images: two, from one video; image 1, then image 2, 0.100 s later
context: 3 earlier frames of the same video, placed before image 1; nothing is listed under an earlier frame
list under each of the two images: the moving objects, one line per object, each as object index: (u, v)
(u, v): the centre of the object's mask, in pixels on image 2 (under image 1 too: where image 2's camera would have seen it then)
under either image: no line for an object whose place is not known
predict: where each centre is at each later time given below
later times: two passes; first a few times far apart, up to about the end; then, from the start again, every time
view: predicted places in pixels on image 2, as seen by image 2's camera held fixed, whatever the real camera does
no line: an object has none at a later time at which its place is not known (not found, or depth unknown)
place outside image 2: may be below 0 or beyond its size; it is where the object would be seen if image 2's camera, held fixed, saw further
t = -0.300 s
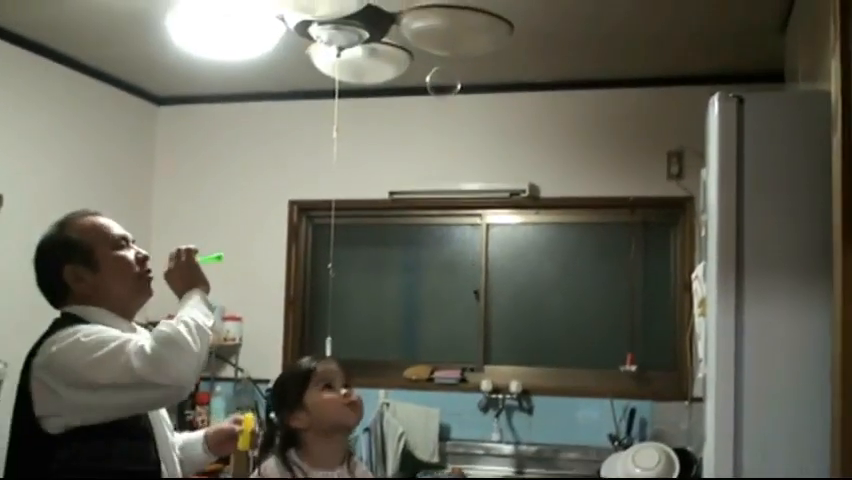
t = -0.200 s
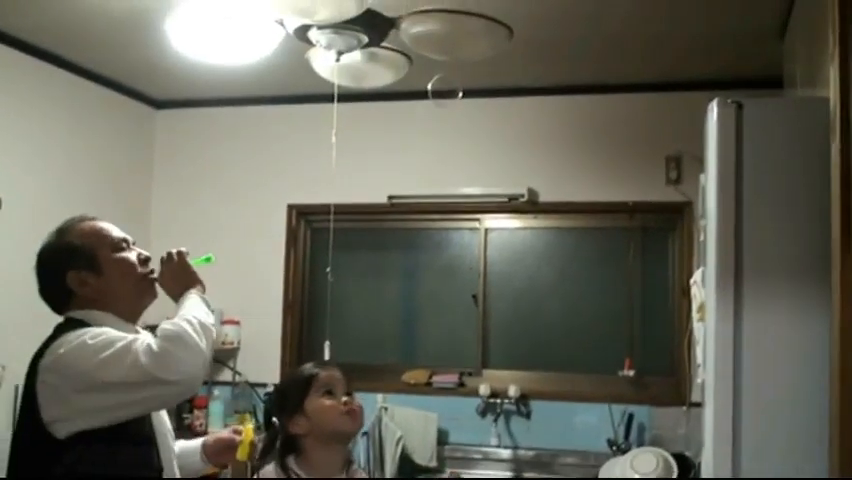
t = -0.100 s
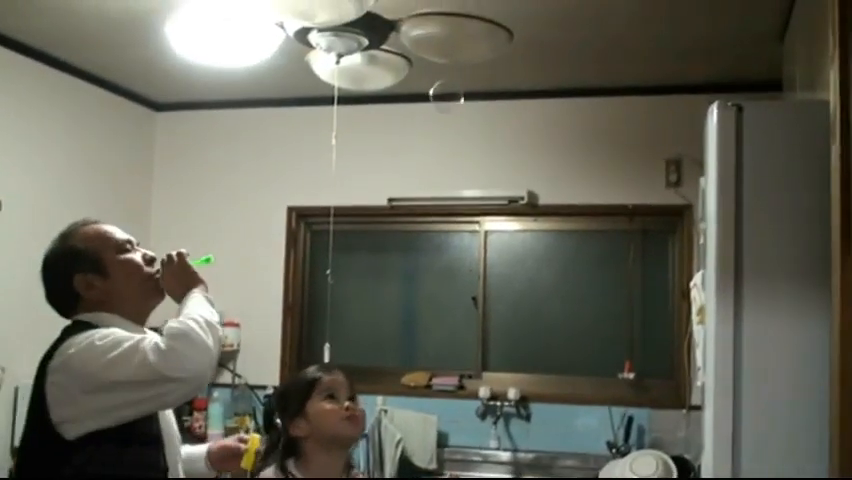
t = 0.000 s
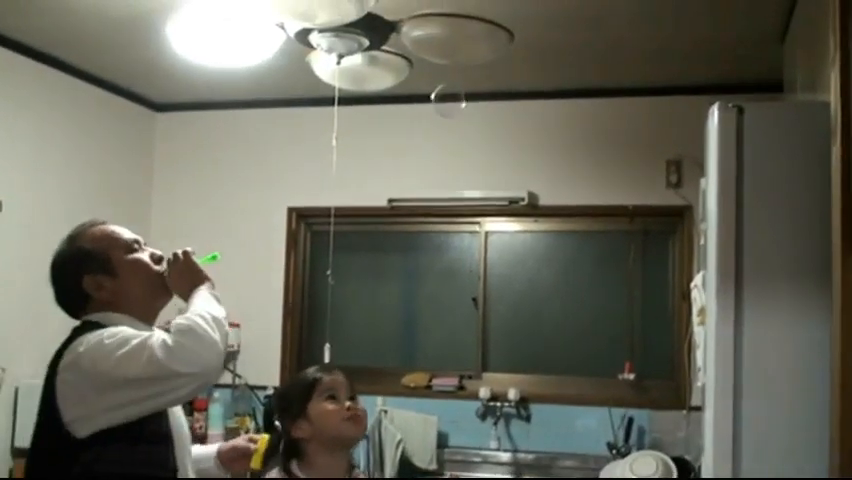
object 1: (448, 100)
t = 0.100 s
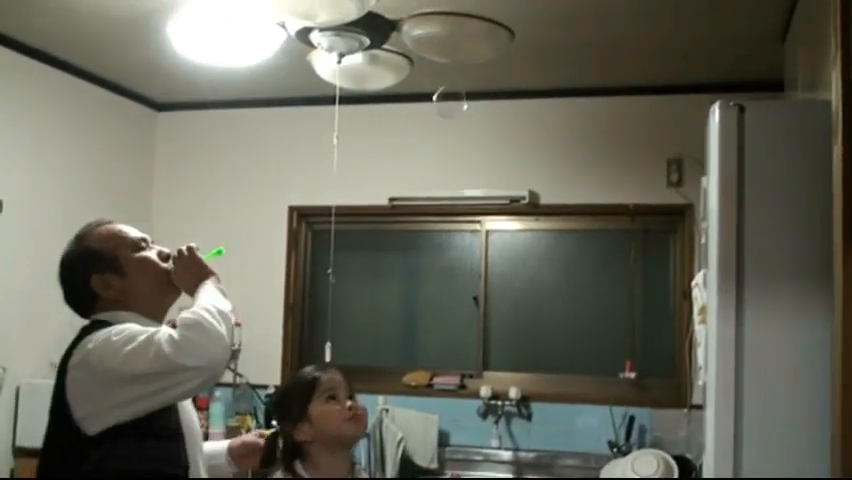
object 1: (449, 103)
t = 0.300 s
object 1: (454, 107)
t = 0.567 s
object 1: (464, 115)
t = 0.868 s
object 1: (478, 134)
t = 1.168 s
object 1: (505, 146)
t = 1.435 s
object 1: (537, 147)
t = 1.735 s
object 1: (577, 152)
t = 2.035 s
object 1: (616, 166)
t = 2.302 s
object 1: (645, 186)
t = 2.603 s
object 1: (669, 219)
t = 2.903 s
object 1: (679, 255)
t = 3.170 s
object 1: (678, 288)
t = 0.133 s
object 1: (450, 104)
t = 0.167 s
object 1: (451, 104)
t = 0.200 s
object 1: (452, 105)
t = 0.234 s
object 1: (452, 106)
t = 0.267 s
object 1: (453, 106)
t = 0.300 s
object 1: (454, 107)
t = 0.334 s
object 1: (455, 107)
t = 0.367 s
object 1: (457, 108)
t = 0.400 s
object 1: (458, 109)
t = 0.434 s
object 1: (459, 110)
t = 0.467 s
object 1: (461, 111)
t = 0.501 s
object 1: (462, 112)
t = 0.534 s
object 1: (463, 113)
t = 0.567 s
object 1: (464, 115)
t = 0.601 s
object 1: (465, 117)
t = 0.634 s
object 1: (466, 119)
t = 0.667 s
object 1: (467, 120)
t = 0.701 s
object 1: (468, 122)
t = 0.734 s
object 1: (470, 125)
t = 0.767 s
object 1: (471, 128)
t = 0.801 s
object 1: (473, 130)
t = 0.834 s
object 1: (475, 132)
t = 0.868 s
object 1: (478, 134)
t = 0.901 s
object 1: (481, 136)
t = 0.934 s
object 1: (484, 138)
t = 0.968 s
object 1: (487, 140)
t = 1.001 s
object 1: (490, 142)
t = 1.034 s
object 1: (492, 143)
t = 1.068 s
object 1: (496, 144)
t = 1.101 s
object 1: (499, 146)
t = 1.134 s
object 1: (502, 146)
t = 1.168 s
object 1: (505, 146)
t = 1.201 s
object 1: (509, 147)
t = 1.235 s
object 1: (513, 148)
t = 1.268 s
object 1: (516, 147)
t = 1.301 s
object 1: (520, 147)
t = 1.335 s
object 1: (523, 147)
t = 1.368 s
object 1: (528, 147)
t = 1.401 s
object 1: (532, 147)
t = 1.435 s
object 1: (537, 147)
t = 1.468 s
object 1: (541, 147)
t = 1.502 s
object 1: (545, 148)
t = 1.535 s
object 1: (549, 148)
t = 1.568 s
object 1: (554, 149)
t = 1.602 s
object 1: (558, 151)
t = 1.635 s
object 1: (563, 151)
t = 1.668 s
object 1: (568, 151)
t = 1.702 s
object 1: (572, 152)
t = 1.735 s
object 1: (577, 152)
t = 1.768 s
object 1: (581, 154)
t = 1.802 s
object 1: (586, 155)
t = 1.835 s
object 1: (590, 155)
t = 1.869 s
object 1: (595, 157)
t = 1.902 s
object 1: (599, 159)
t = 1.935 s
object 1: (604, 159)
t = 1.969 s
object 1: (607, 162)
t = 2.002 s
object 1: (612, 164)
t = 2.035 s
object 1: (616, 166)
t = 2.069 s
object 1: (620, 168)
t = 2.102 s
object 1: (624, 171)
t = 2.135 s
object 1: (628, 173)
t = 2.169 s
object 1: (632, 175)
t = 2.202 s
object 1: (635, 177)
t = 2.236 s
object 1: (639, 181)
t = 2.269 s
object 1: (642, 182)
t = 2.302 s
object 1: (645, 186)
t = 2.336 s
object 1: (648, 189)
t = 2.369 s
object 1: (651, 193)
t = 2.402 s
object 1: (654, 197)
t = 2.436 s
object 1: (657, 200)
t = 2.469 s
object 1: (659, 203)
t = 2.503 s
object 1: (662, 207)
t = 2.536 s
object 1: (664, 211)
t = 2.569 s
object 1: (667, 216)
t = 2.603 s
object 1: (669, 219)
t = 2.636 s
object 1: (670, 222)
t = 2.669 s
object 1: (672, 226)
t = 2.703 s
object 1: (673, 230)
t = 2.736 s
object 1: (675, 234)
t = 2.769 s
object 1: (676, 238)
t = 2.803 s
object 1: (677, 242)
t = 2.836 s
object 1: (678, 246)
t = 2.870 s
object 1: (679, 251)
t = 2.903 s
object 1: (679, 255)
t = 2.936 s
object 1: (680, 258)
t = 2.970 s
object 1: (680, 263)
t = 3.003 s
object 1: (680, 267)
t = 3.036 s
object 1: (679, 271)
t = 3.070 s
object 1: (679, 276)
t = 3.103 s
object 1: (678, 279)
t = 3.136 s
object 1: (678, 284)
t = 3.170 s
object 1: (678, 288)
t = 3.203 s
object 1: (677, 293)
